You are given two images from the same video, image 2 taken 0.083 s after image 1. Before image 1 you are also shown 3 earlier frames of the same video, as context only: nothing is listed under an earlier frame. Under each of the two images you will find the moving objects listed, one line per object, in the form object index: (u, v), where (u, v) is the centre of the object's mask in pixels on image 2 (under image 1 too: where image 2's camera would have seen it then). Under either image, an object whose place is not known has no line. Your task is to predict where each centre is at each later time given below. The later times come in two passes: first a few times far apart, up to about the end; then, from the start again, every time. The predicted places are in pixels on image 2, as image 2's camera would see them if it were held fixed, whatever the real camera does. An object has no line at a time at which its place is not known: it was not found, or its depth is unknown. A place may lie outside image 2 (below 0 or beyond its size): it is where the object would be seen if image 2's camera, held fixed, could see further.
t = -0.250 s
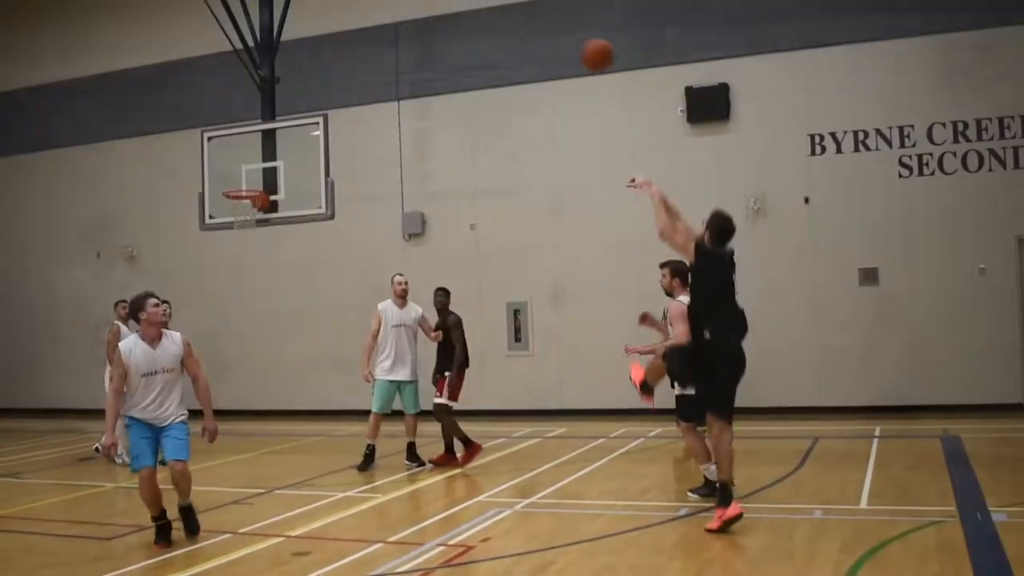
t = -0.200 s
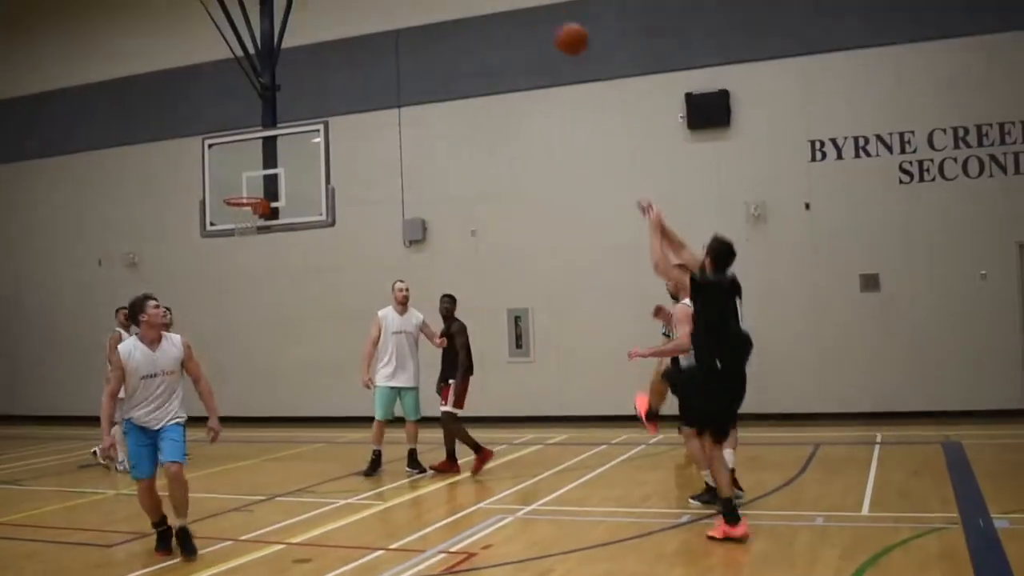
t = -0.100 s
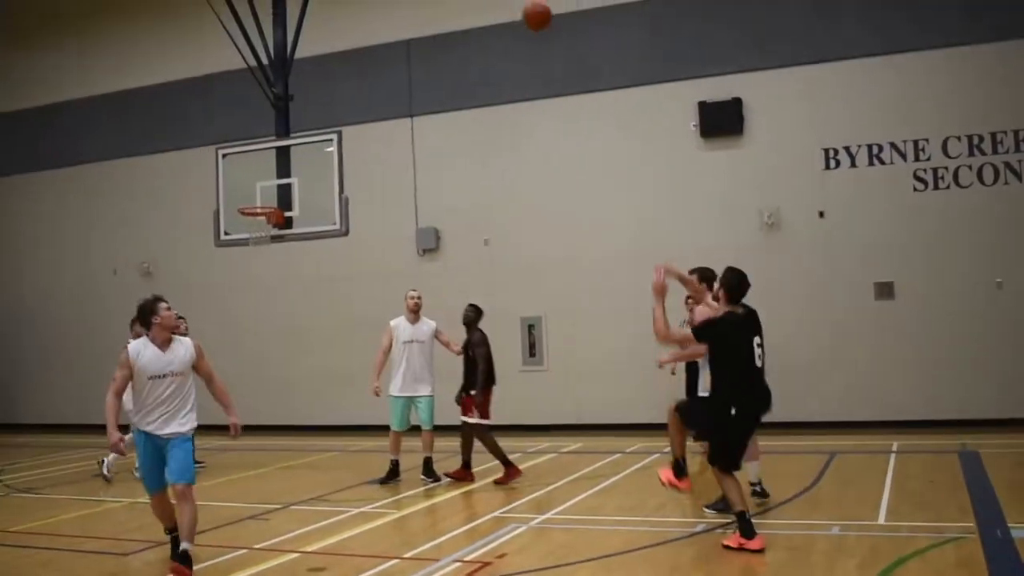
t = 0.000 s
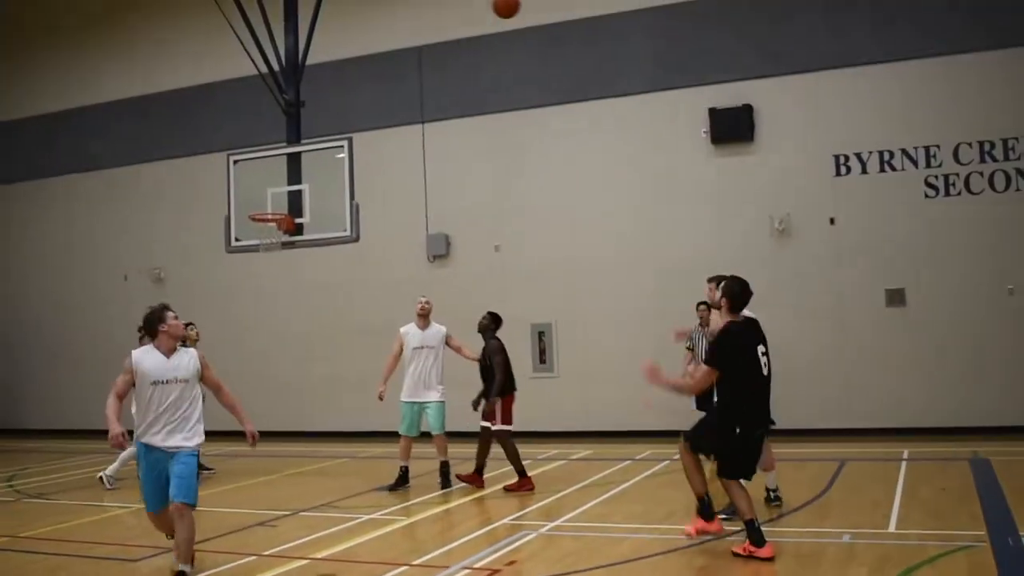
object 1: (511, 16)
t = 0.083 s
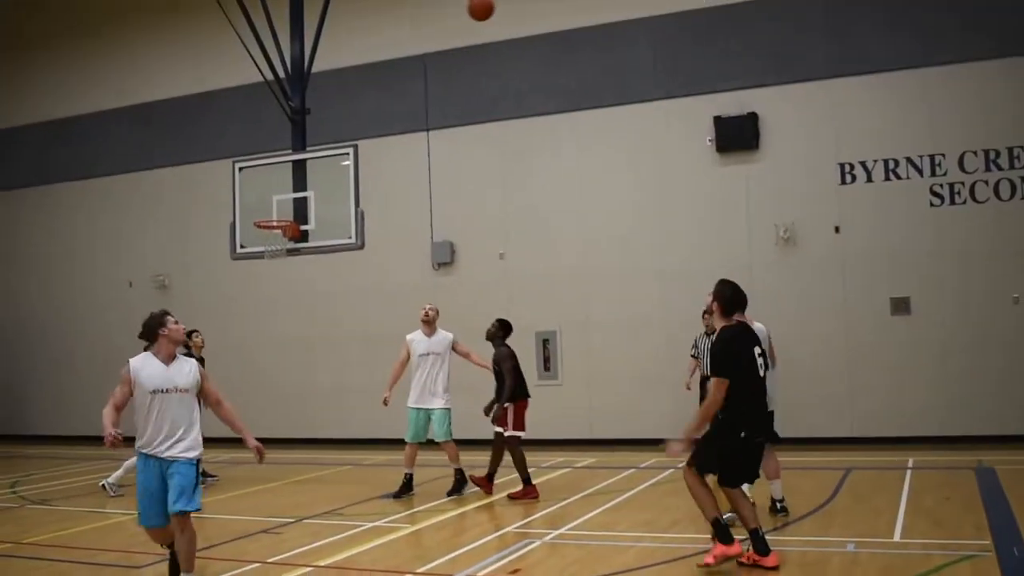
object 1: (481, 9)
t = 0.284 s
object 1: (417, 23)
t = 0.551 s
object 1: (350, 96)
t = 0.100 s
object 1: (475, 9)
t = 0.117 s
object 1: (469, 8)
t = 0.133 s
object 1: (463, 7)
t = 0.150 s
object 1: (458, 7)
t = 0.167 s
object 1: (452, 9)
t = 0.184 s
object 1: (447, 10)
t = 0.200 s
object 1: (442, 13)
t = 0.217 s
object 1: (437, 14)
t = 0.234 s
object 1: (432, 16)
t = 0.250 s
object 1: (427, 18)
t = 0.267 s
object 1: (422, 21)
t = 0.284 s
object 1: (417, 23)
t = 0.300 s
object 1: (413, 26)
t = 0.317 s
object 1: (408, 30)
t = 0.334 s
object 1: (403, 34)
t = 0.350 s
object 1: (399, 37)
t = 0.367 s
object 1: (394, 41)
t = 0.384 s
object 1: (390, 45)
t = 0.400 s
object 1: (386, 49)
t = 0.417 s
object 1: (382, 54)
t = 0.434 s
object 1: (378, 58)
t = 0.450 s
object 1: (373, 63)
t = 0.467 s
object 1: (369, 69)
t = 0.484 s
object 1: (365, 73)
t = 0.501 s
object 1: (362, 79)
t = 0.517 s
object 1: (358, 84)
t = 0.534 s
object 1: (354, 90)
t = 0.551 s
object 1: (350, 96)
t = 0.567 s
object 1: (346, 102)
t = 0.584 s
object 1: (343, 108)
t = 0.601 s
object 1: (339, 115)
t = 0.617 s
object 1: (336, 120)
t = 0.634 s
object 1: (333, 127)
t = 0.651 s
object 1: (330, 135)
